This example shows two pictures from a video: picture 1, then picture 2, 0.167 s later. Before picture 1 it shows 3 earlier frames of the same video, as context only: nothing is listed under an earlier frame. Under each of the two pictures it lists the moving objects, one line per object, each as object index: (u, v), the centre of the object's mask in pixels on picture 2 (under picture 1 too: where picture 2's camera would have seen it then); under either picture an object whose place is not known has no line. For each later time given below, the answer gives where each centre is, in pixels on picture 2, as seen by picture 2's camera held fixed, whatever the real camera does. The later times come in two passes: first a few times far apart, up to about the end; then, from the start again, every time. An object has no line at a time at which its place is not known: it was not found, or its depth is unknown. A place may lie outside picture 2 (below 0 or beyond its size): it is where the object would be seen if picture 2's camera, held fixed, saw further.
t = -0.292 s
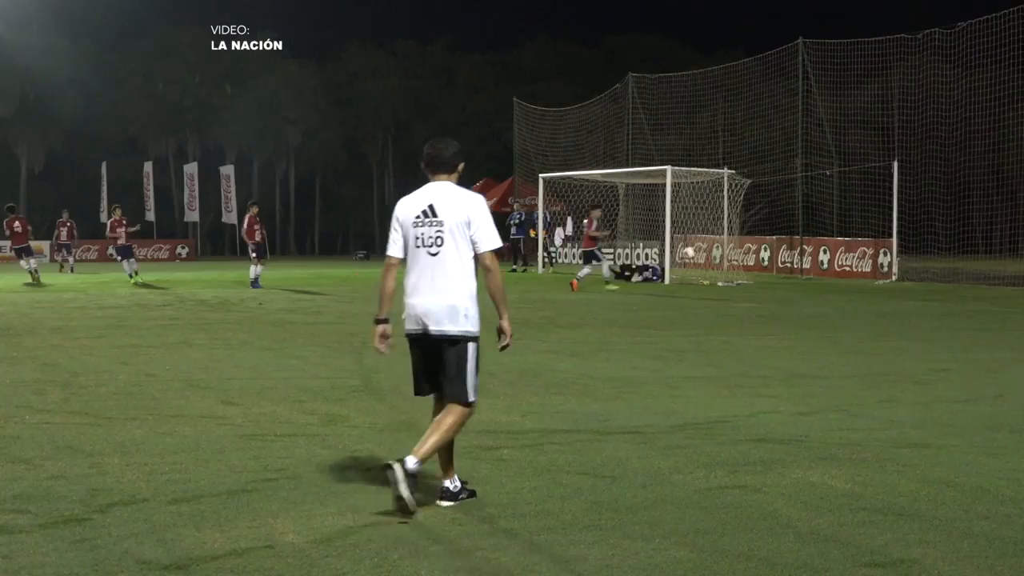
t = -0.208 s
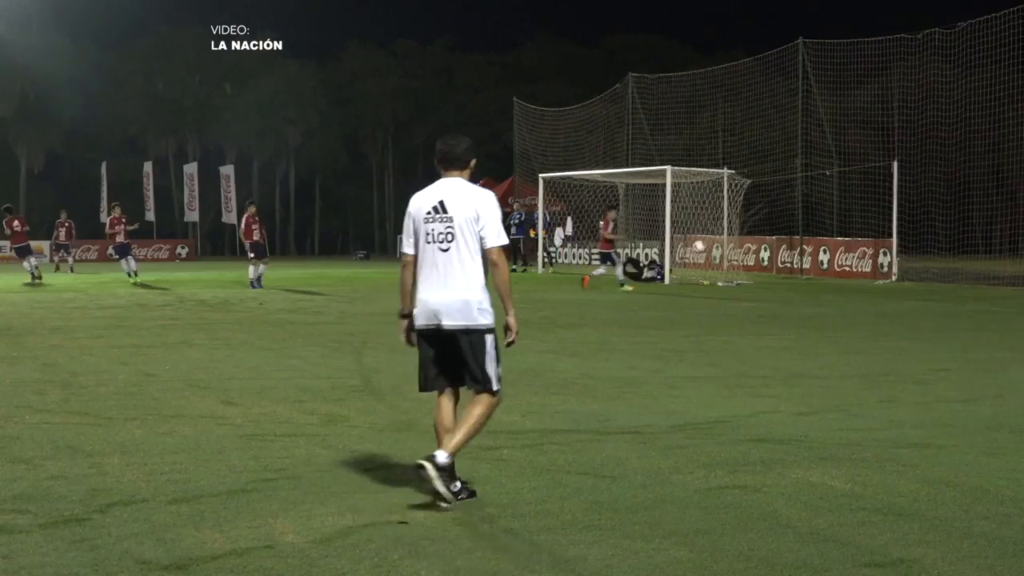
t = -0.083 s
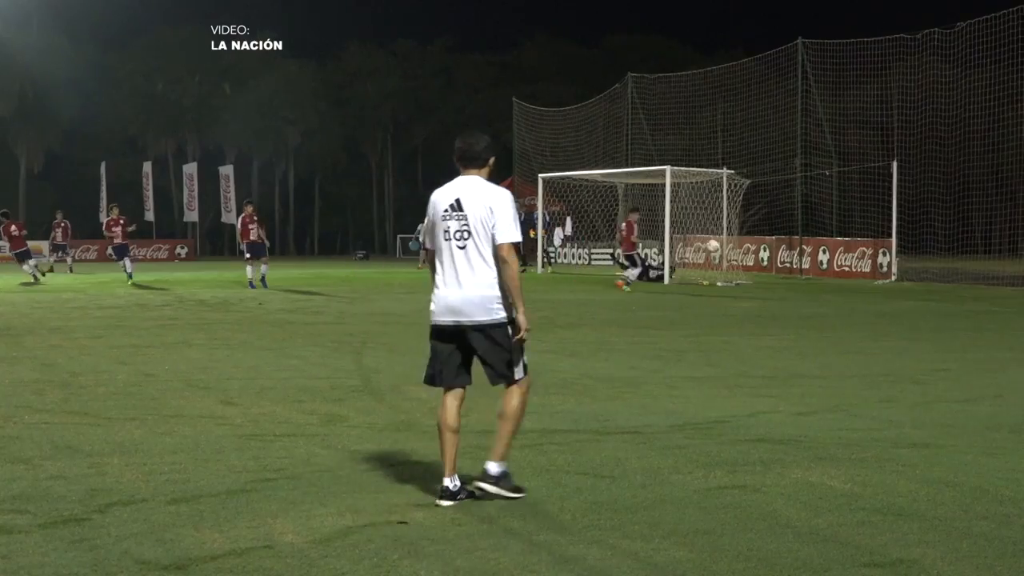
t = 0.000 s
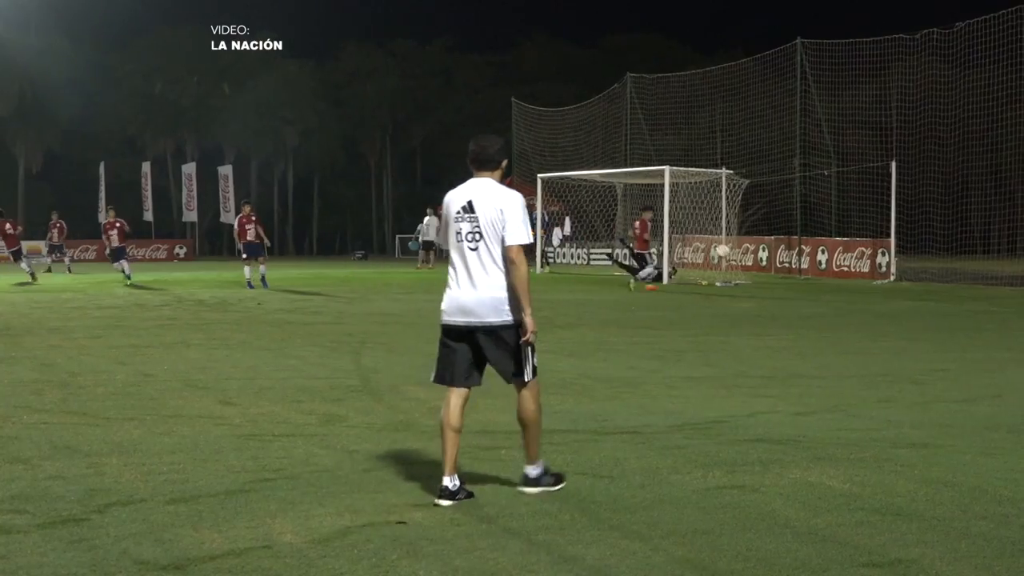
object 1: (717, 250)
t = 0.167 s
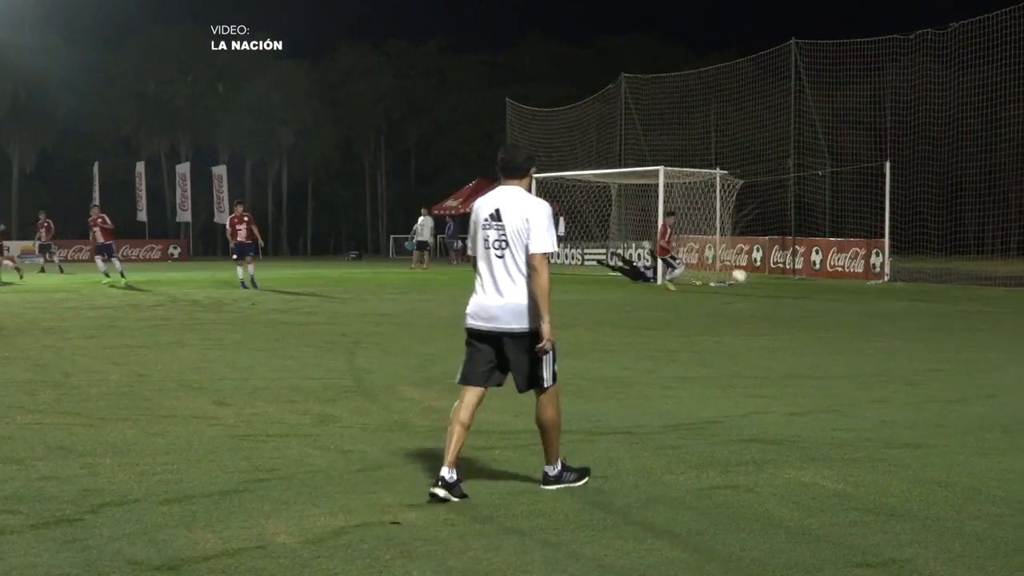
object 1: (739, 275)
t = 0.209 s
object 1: (744, 284)
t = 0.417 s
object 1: (766, 287)
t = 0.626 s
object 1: (786, 289)
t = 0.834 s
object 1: (809, 313)
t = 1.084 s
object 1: (842, 319)
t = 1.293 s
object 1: (872, 324)
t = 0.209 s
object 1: (744, 284)
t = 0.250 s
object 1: (750, 295)
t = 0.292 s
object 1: (756, 300)
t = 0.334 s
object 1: (758, 295)
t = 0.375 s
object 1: (762, 290)
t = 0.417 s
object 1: (766, 287)
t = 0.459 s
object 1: (770, 285)
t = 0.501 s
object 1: (774, 284)
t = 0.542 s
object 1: (778, 284)
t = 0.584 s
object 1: (782, 286)
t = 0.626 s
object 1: (786, 289)
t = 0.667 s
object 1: (791, 293)
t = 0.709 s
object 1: (795, 298)
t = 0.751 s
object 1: (800, 305)
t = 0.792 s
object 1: (804, 313)
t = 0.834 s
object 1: (809, 313)
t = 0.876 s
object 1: (814, 311)
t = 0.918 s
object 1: (820, 310)
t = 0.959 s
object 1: (825, 310)
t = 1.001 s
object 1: (831, 312)
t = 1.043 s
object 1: (836, 315)
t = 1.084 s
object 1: (842, 319)
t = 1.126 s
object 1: (848, 321)
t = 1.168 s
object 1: (854, 320)
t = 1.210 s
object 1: (860, 320)
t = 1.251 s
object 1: (866, 321)
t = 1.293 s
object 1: (872, 324)
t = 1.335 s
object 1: (878, 328)
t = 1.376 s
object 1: (885, 329)
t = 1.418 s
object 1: (892, 328)
